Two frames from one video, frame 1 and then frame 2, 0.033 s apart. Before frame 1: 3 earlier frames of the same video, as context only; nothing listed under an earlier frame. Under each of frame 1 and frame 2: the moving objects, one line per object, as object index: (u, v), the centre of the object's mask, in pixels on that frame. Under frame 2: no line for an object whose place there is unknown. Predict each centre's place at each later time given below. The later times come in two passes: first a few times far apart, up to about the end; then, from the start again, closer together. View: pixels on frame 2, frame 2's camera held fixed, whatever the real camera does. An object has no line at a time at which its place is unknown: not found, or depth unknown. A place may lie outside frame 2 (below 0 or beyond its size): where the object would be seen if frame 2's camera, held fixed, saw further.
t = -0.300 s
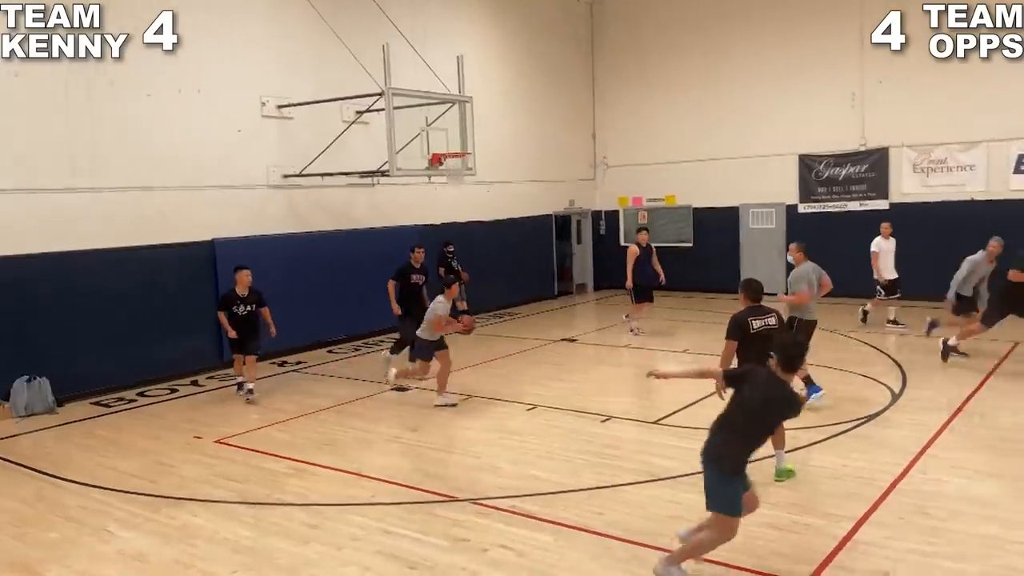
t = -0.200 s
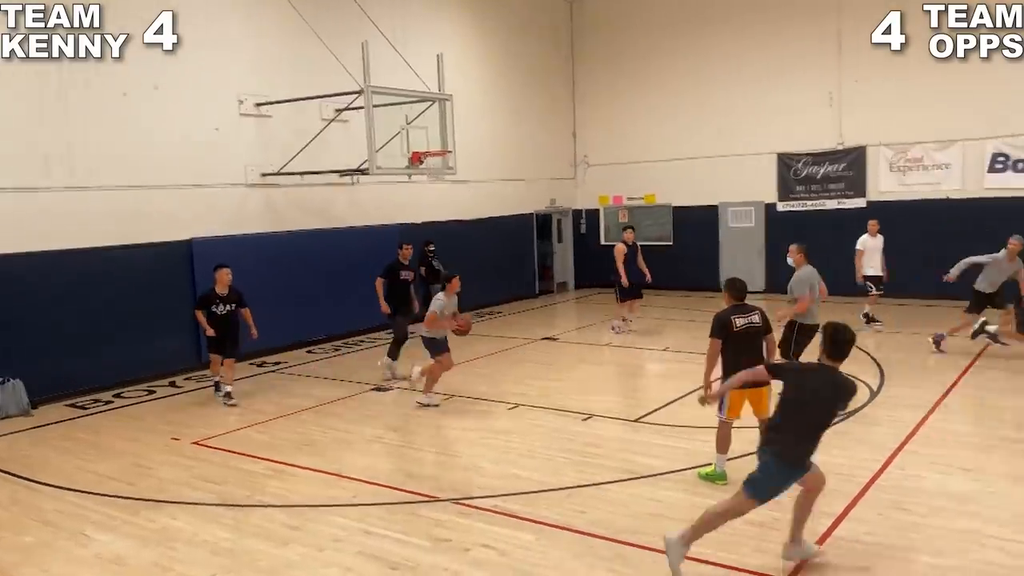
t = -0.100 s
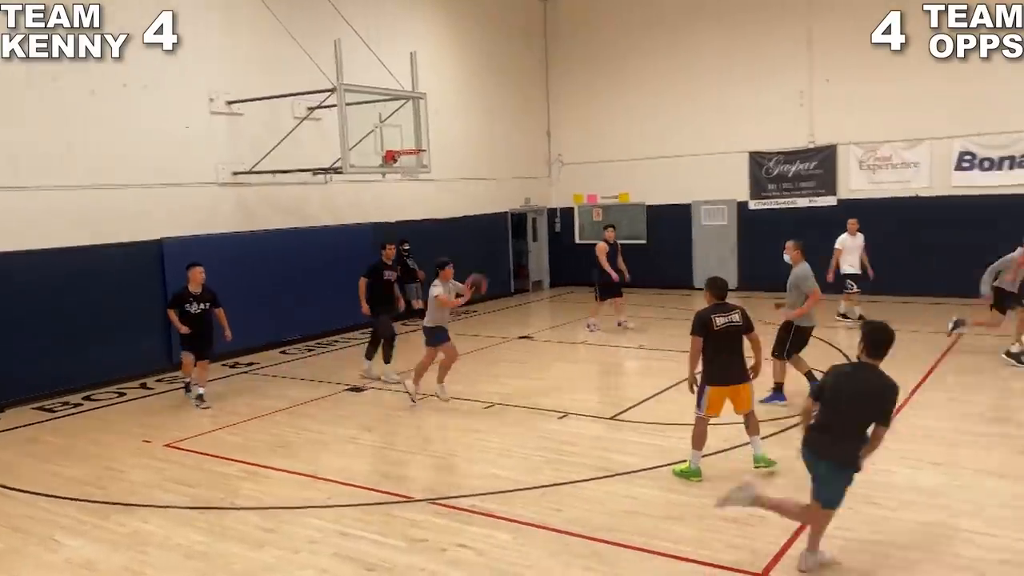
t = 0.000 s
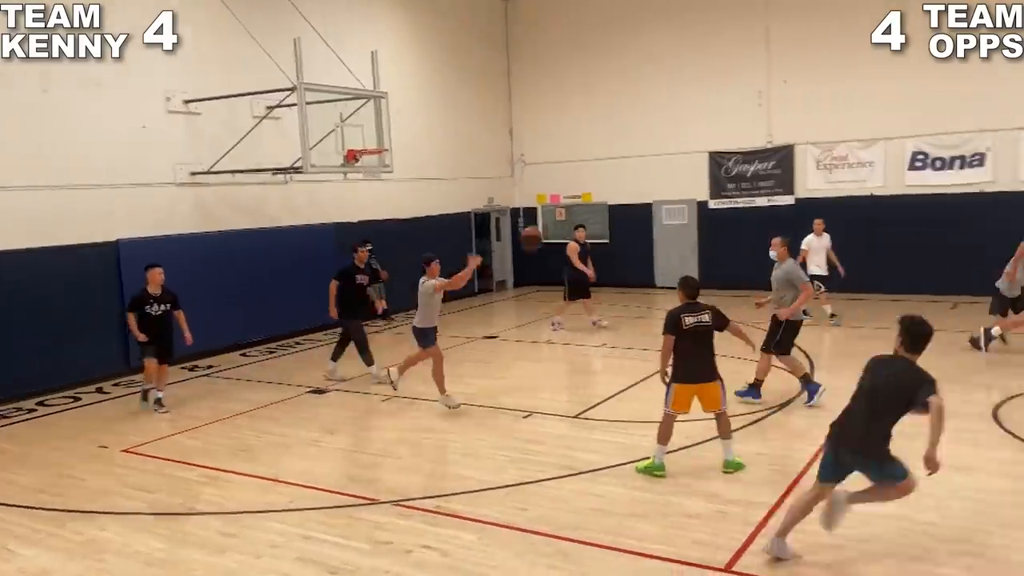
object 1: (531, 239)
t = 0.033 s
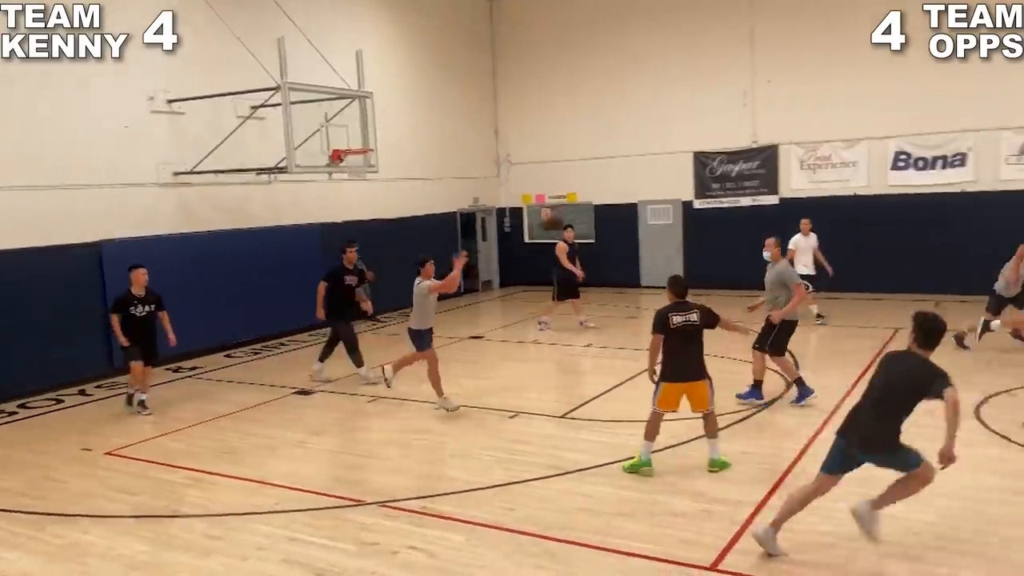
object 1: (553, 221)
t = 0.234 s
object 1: (785, 140)
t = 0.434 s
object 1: (1066, 83)
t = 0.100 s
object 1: (625, 193)
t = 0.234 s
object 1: (785, 140)
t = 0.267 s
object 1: (828, 128)
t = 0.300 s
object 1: (872, 118)
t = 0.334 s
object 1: (918, 108)
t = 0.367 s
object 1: (966, 99)
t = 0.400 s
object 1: (1015, 91)
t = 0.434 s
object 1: (1066, 83)
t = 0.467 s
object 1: (1120, 77)
